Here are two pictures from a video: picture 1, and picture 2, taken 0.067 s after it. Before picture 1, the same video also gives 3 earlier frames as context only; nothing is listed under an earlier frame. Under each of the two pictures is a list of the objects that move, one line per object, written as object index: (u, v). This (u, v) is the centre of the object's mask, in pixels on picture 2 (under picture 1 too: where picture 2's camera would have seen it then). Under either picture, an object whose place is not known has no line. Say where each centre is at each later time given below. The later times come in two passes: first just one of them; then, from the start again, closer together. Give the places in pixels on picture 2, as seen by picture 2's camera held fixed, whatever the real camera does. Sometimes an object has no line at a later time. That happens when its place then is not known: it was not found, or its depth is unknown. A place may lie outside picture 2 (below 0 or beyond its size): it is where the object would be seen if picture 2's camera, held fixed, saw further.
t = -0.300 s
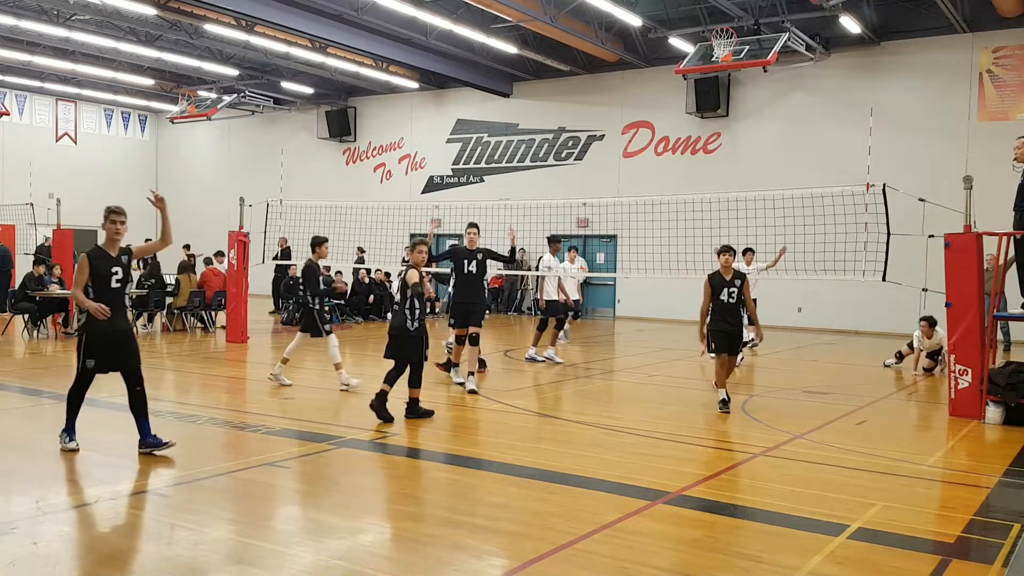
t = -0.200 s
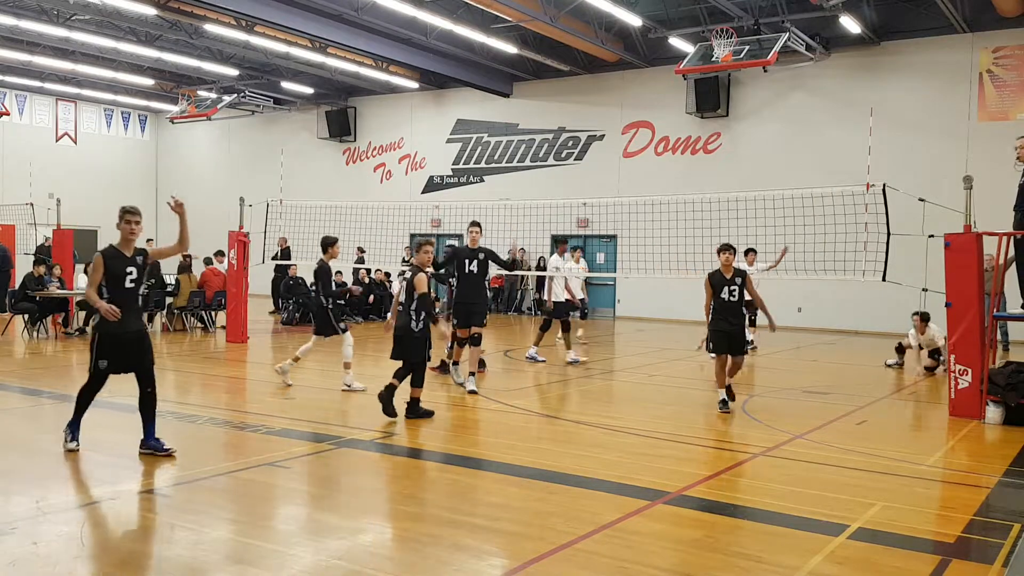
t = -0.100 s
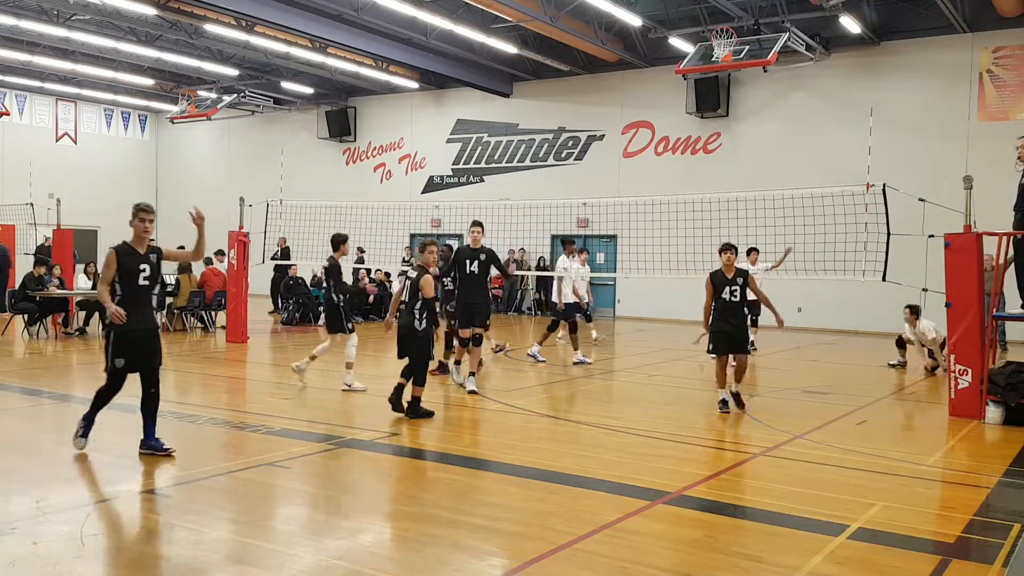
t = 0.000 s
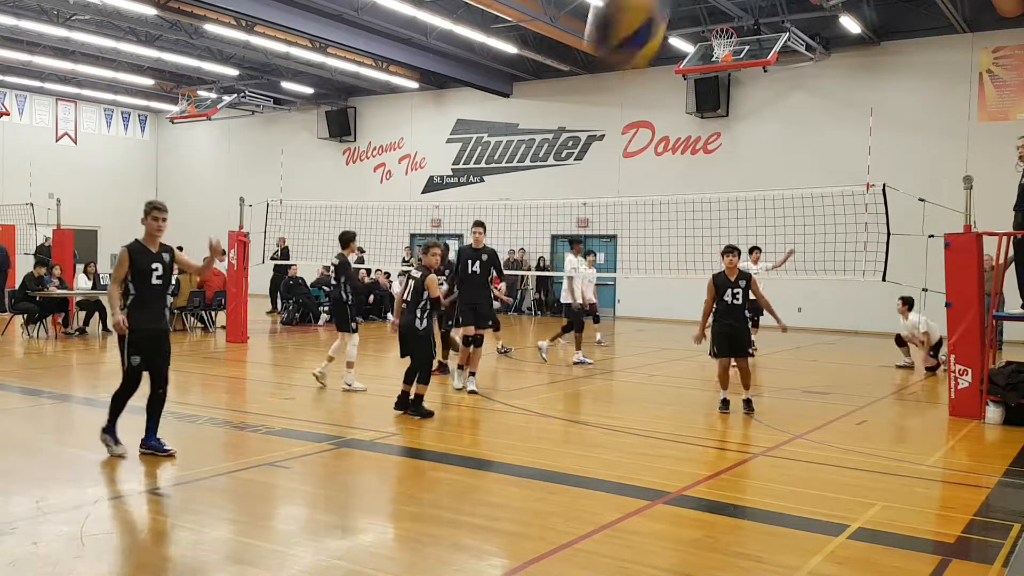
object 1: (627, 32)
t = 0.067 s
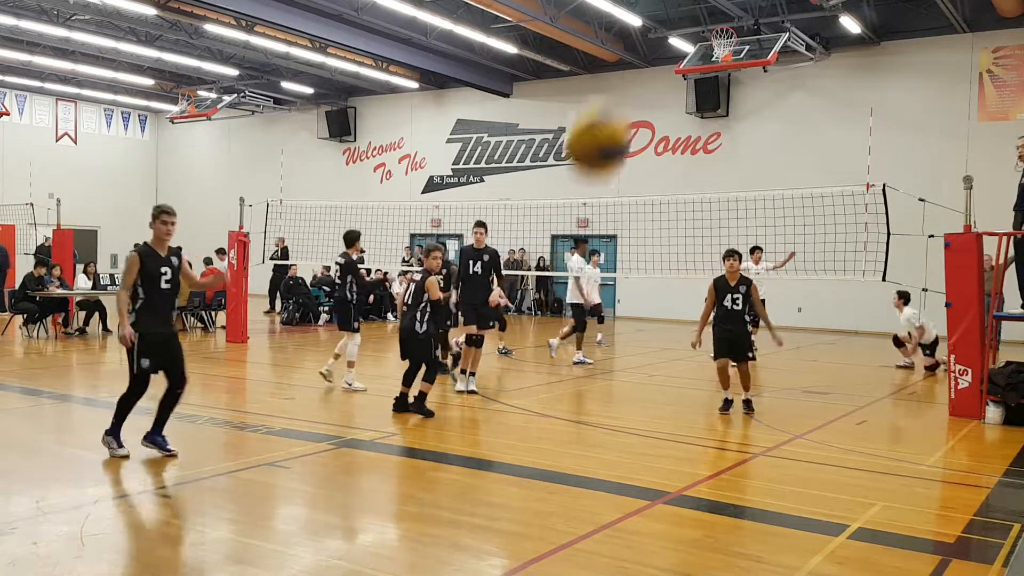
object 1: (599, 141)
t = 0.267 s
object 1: (551, 409)
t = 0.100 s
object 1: (587, 195)
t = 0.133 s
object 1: (577, 241)
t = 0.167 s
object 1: (567, 287)
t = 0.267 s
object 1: (551, 409)
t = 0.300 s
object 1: (547, 450)
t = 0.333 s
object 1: (543, 484)
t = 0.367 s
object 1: (539, 524)
